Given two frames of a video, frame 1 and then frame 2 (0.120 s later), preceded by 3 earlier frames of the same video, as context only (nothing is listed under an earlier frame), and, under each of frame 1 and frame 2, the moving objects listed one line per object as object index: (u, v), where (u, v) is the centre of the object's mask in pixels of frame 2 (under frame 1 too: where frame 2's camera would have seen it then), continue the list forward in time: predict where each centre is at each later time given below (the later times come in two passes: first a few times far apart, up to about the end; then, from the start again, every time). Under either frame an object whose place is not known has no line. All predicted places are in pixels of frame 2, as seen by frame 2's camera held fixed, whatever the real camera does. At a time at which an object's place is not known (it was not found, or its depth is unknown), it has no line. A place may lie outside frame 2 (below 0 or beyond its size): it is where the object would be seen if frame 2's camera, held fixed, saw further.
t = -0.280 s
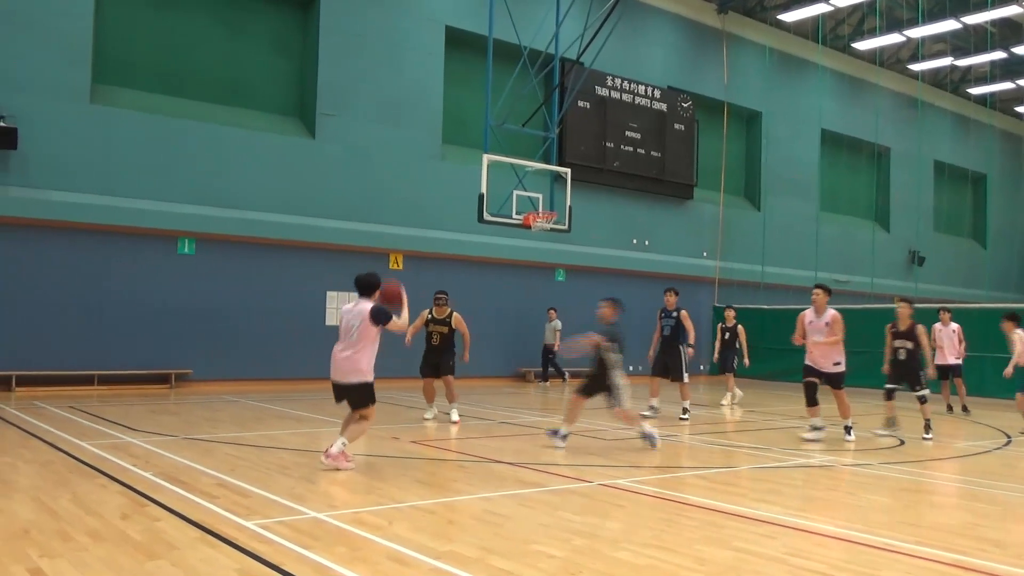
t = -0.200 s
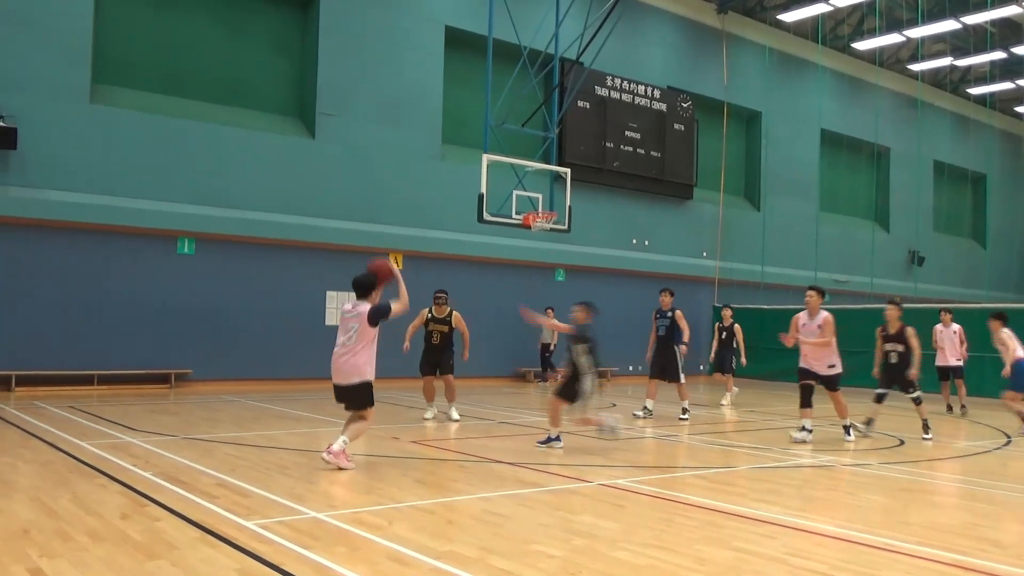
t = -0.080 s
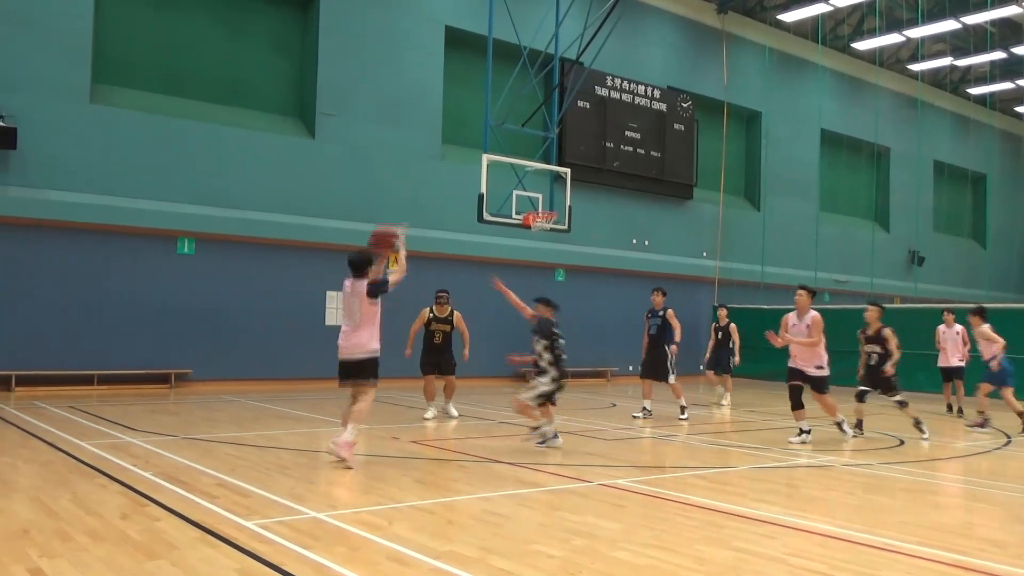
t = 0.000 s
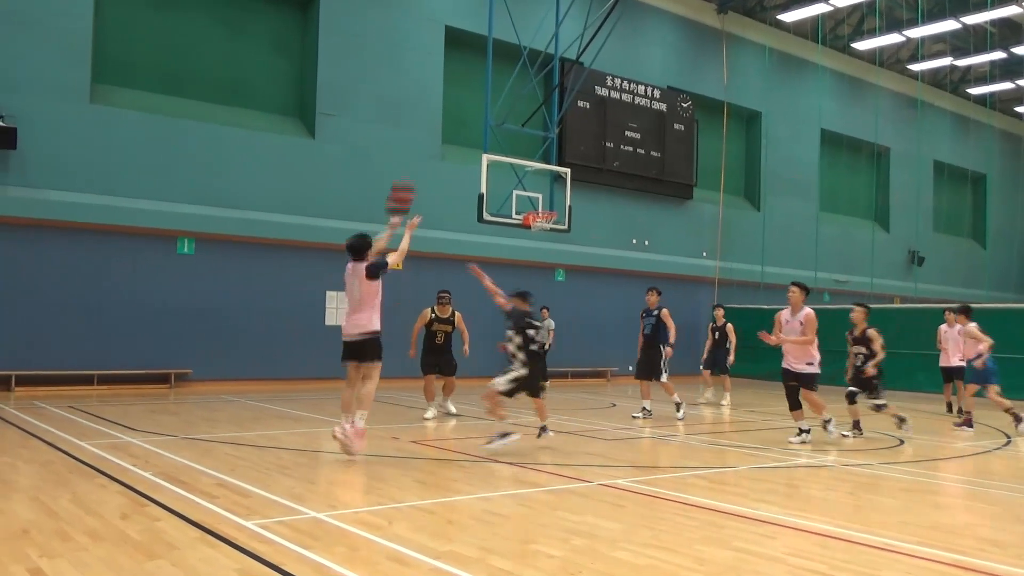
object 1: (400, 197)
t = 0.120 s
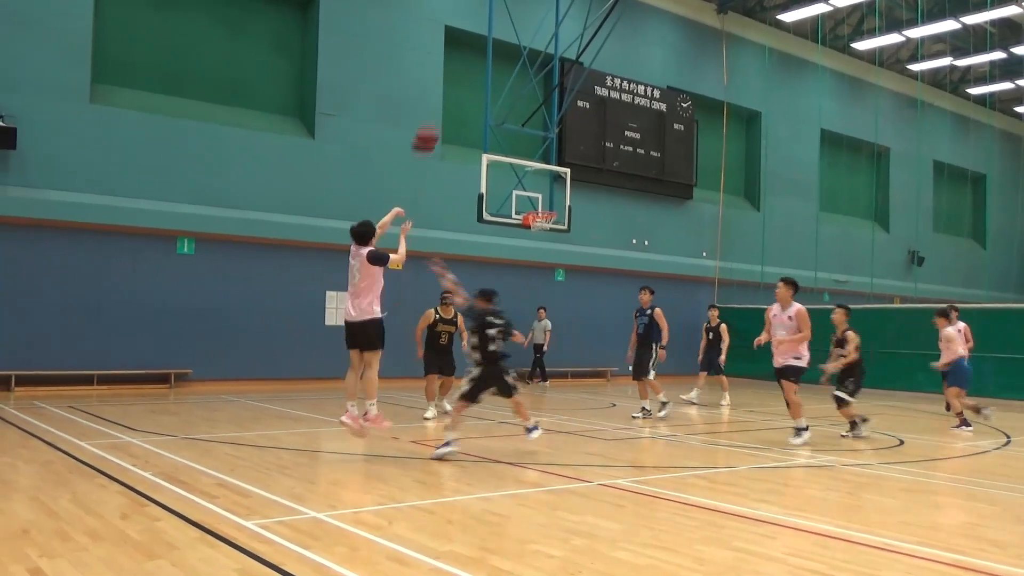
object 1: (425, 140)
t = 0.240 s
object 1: (446, 102)
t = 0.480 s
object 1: (478, 75)
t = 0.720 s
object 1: (502, 94)
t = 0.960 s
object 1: (519, 143)
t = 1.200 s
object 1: (536, 205)
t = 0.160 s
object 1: (432, 126)
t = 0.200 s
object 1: (440, 113)
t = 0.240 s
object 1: (446, 102)
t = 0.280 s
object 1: (452, 94)
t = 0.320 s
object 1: (458, 87)
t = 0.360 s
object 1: (464, 82)
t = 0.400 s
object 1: (468, 79)
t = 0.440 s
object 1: (473, 76)
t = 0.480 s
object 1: (478, 75)
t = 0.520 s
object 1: (483, 76)
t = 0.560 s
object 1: (487, 77)
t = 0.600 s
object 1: (491, 80)
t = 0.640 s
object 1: (495, 84)
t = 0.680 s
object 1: (498, 88)
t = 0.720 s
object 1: (502, 94)
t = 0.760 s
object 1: (505, 100)
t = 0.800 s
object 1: (508, 108)
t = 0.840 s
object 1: (511, 115)
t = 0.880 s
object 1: (514, 124)
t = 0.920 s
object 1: (517, 133)
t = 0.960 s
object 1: (519, 143)
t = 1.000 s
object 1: (522, 154)
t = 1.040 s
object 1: (524, 166)
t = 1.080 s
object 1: (527, 179)
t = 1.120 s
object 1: (529, 191)
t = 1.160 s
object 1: (531, 204)
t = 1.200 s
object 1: (536, 205)
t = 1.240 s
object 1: (542, 201)
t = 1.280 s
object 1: (549, 196)
